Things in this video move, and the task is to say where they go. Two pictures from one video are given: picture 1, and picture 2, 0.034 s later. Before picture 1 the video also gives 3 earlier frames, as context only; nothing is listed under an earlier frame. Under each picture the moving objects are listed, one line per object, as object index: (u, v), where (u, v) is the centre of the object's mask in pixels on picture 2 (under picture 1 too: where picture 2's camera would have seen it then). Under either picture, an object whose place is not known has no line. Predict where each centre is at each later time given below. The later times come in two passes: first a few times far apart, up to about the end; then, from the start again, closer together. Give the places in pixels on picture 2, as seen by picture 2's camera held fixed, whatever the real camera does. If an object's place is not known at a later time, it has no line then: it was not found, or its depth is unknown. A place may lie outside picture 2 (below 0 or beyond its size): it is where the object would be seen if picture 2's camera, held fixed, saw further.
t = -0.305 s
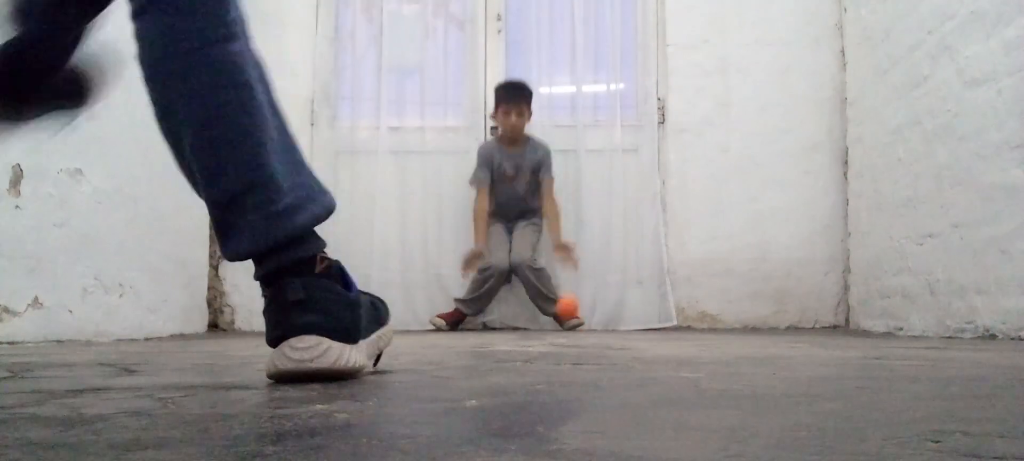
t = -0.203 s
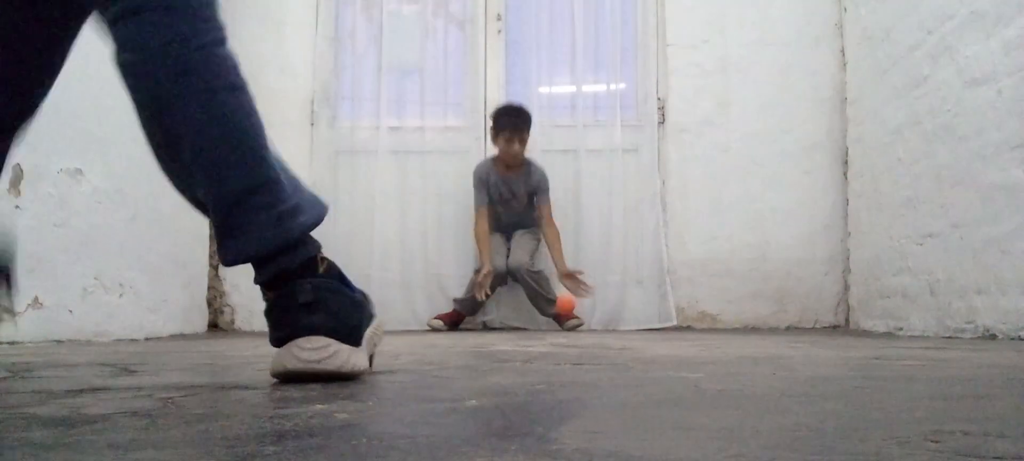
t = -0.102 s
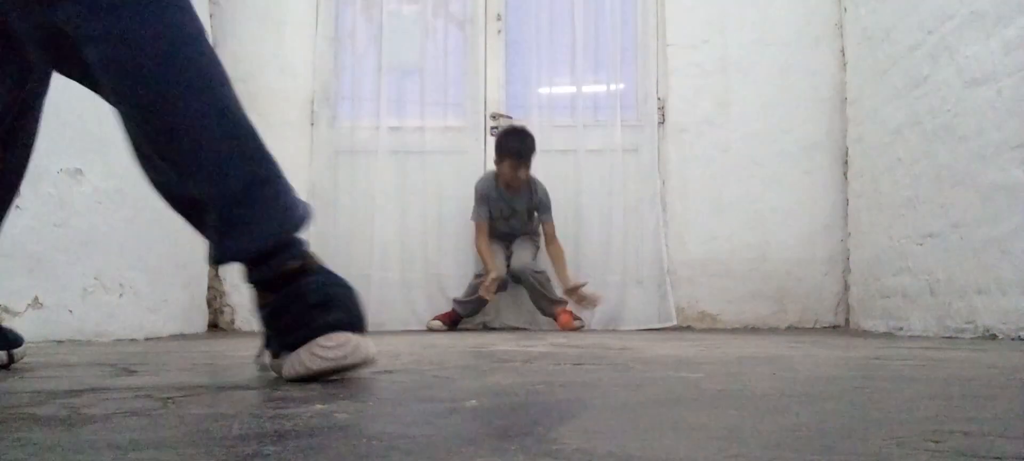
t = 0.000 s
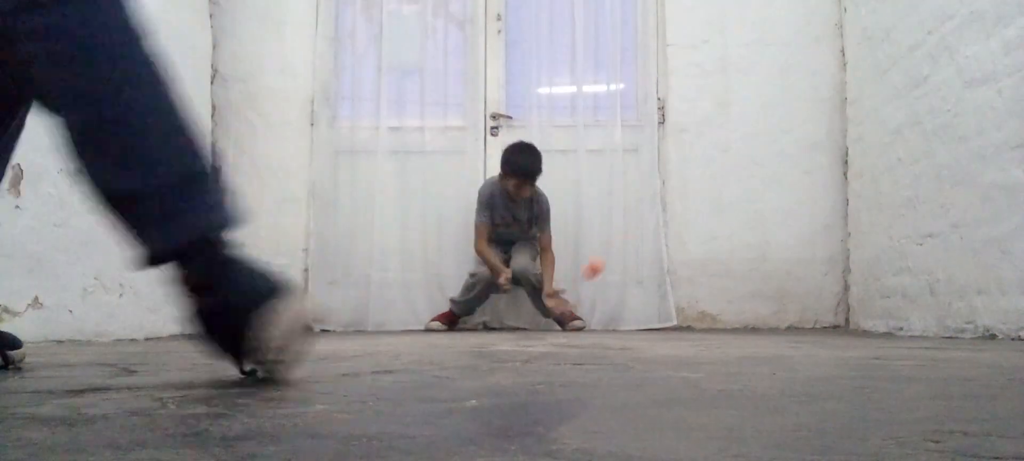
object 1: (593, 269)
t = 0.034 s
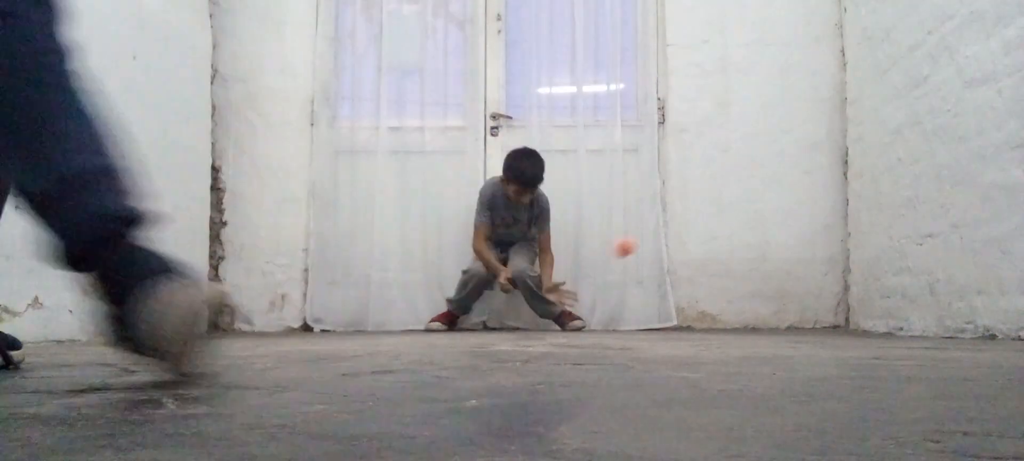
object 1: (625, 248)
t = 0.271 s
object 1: (757, 258)
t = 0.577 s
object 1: (892, 276)
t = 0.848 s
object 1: (979, 305)
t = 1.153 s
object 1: (947, 313)
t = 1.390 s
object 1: (948, 325)
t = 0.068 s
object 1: (642, 240)
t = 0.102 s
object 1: (658, 236)
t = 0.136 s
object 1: (676, 234)
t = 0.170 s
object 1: (694, 236)
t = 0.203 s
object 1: (714, 239)
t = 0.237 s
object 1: (734, 247)
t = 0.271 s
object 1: (757, 258)
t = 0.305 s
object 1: (777, 270)
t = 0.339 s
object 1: (803, 290)
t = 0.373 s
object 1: (827, 312)
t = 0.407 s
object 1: (845, 323)
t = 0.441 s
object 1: (854, 307)
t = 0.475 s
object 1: (863, 293)
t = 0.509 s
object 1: (873, 284)
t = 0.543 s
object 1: (882, 278)
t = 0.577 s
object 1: (892, 276)
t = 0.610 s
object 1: (902, 276)
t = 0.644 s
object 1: (913, 280)
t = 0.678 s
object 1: (922, 286)
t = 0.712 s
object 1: (934, 298)
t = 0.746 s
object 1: (947, 315)
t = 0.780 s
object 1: (959, 325)
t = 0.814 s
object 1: (968, 313)
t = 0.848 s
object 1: (979, 305)
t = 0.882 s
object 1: (981, 301)
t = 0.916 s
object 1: (974, 299)
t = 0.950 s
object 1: (968, 299)
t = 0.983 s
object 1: (962, 303)
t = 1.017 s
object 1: (958, 312)
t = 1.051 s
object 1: (951, 326)
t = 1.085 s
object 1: (950, 321)
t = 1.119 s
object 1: (948, 315)
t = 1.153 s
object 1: (947, 313)
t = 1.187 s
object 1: (946, 314)
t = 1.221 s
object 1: (945, 319)
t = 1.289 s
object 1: (945, 321)
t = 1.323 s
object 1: (946, 318)
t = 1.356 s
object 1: (947, 320)
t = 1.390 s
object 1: (948, 325)
